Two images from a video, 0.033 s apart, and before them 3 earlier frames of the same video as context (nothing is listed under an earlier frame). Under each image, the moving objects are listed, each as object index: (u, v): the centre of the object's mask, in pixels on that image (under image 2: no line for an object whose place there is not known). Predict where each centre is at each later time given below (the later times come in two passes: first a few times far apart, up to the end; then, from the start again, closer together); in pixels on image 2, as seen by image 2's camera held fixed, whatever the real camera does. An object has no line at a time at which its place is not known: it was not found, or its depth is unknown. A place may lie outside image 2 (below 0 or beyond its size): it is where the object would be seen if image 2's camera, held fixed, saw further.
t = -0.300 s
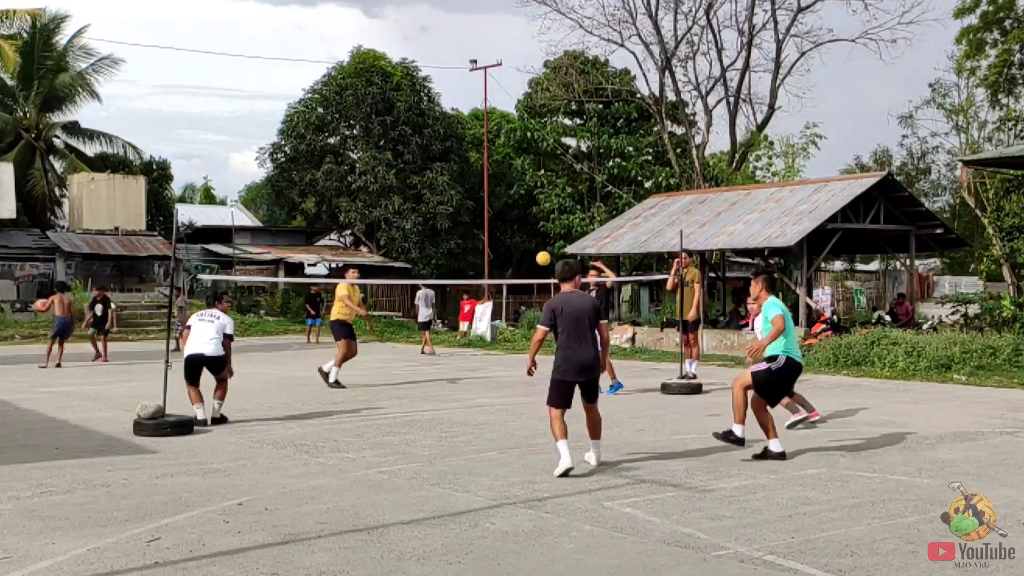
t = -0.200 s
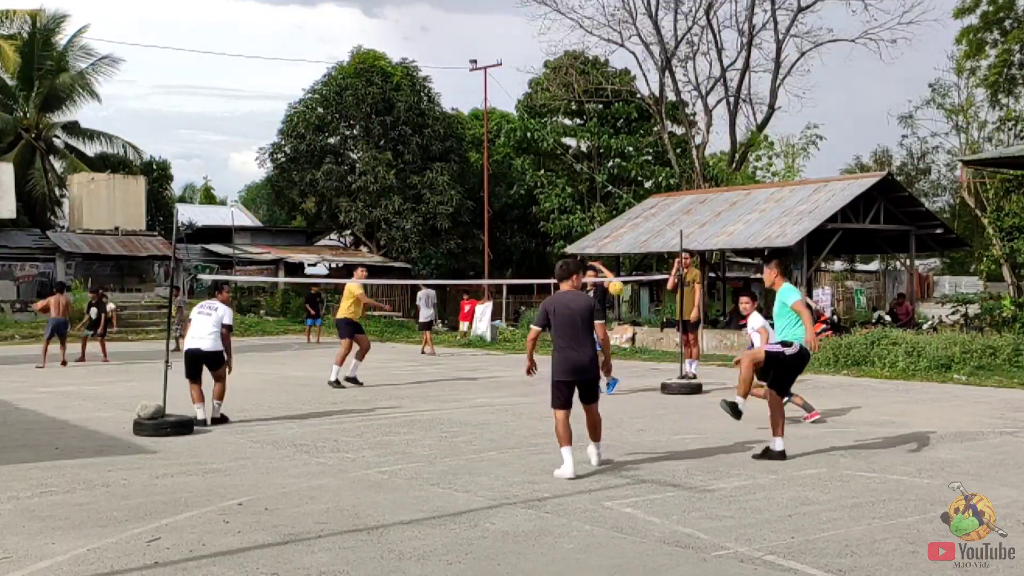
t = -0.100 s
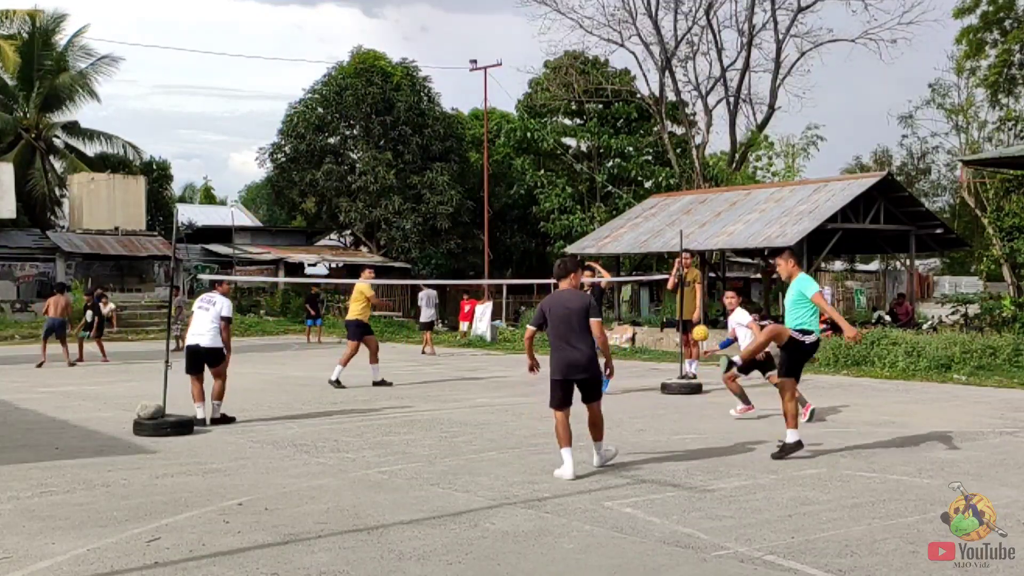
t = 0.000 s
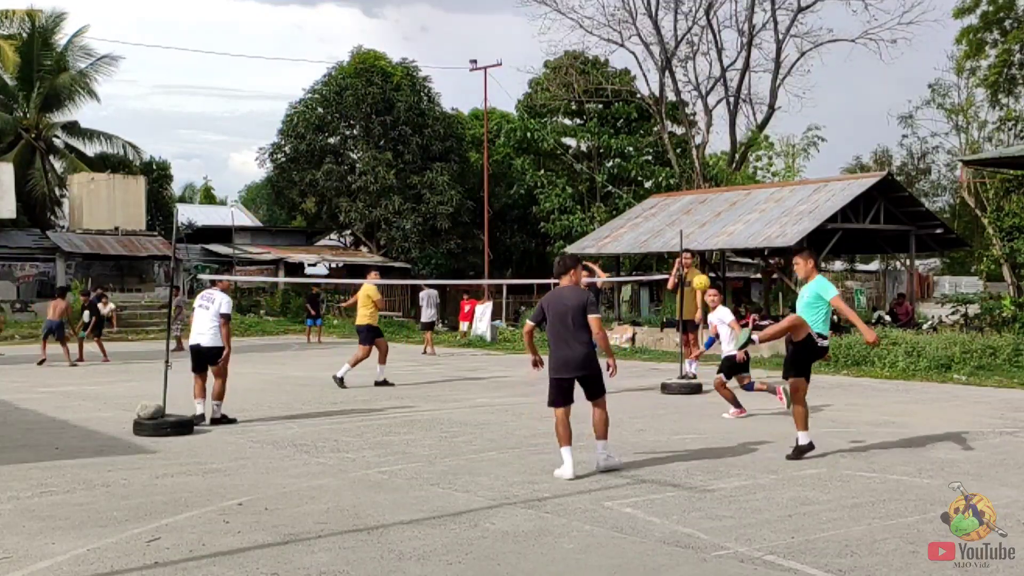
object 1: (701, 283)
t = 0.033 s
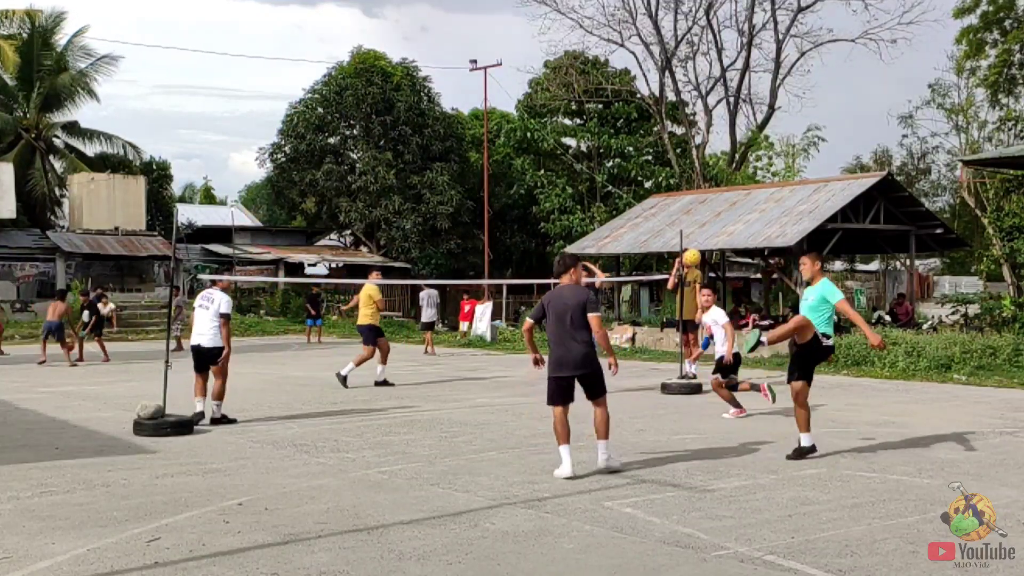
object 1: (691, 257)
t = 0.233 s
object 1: (638, 131)
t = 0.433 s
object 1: (582, 52)
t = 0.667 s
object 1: (515, 25)
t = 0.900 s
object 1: (445, 73)
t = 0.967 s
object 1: (424, 101)
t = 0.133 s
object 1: (665, 187)
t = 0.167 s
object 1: (656, 168)
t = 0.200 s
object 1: (647, 148)
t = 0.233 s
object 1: (638, 131)
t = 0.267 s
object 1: (628, 114)
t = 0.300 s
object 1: (619, 99)
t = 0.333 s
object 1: (610, 85)
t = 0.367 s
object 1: (600, 73)
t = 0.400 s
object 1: (591, 62)
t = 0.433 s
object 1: (582, 52)
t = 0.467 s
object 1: (572, 43)
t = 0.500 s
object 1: (563, 37)
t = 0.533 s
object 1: (554, 32)
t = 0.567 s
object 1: (544, 27)
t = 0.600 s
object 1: (534, 25)
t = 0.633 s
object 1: (524, 24)
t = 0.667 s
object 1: (515, 25)
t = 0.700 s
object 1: (504, 27)
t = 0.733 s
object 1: (495, 31)
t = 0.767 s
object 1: (485, 36)
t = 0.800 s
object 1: (475, 43)
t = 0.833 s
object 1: (465, 52)
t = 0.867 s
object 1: (455, 62)
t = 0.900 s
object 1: (445, 73)
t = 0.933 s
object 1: (434, 86)
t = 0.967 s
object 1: (424, 101)
